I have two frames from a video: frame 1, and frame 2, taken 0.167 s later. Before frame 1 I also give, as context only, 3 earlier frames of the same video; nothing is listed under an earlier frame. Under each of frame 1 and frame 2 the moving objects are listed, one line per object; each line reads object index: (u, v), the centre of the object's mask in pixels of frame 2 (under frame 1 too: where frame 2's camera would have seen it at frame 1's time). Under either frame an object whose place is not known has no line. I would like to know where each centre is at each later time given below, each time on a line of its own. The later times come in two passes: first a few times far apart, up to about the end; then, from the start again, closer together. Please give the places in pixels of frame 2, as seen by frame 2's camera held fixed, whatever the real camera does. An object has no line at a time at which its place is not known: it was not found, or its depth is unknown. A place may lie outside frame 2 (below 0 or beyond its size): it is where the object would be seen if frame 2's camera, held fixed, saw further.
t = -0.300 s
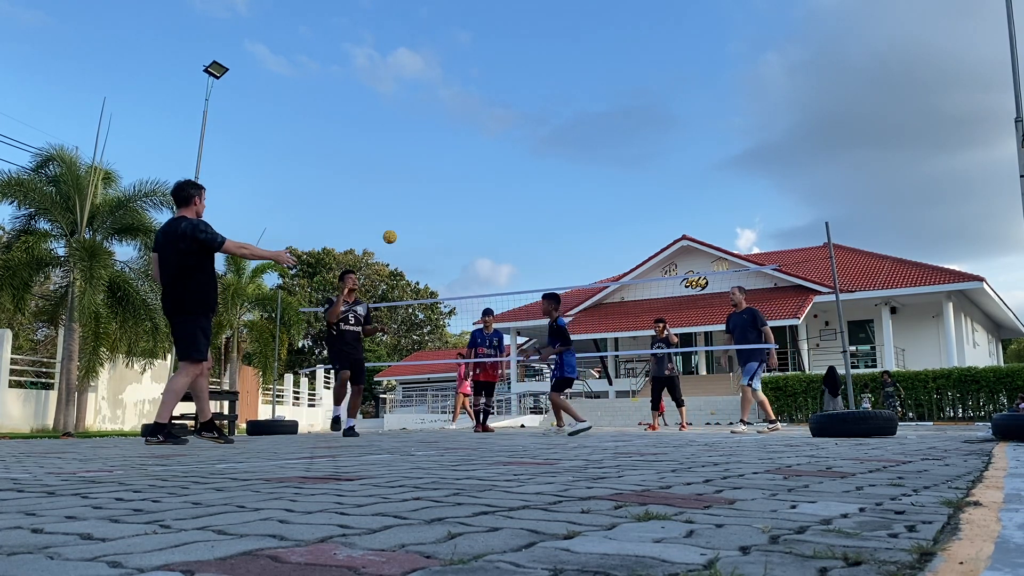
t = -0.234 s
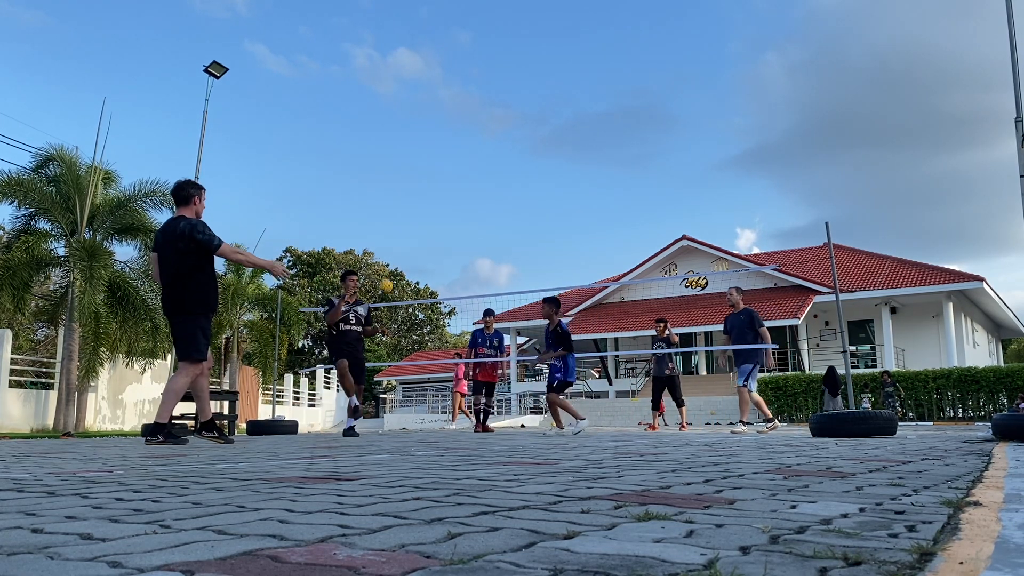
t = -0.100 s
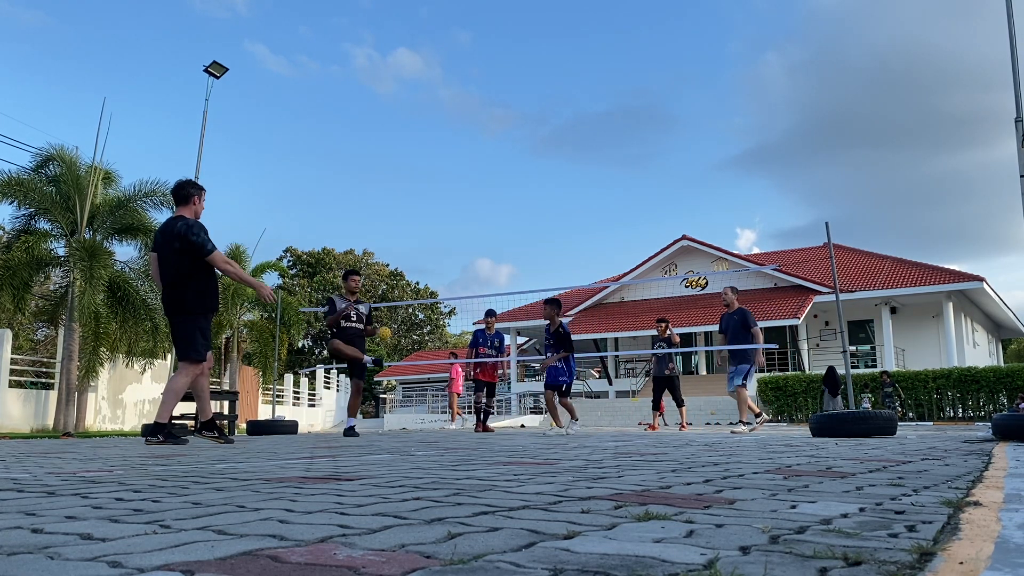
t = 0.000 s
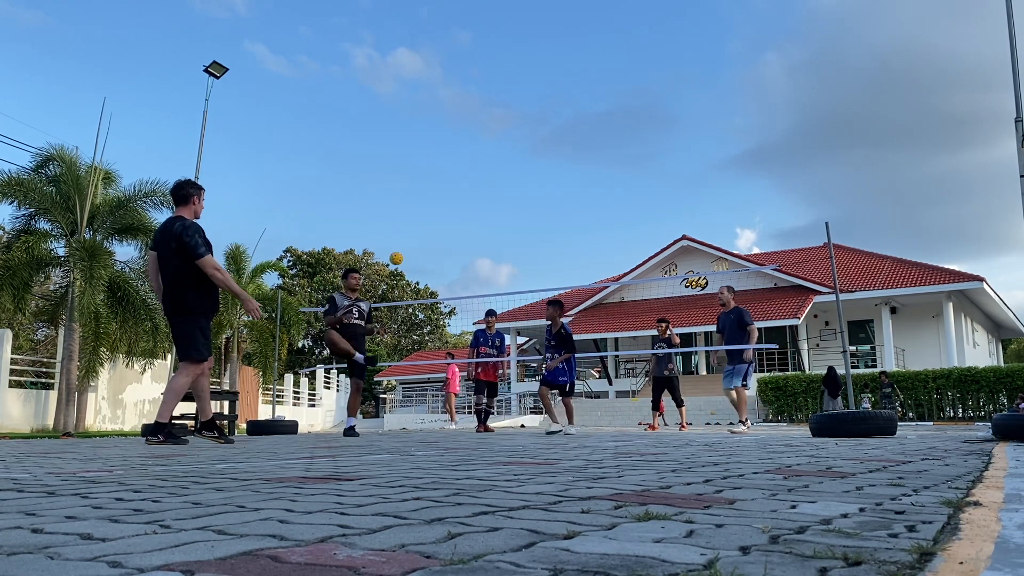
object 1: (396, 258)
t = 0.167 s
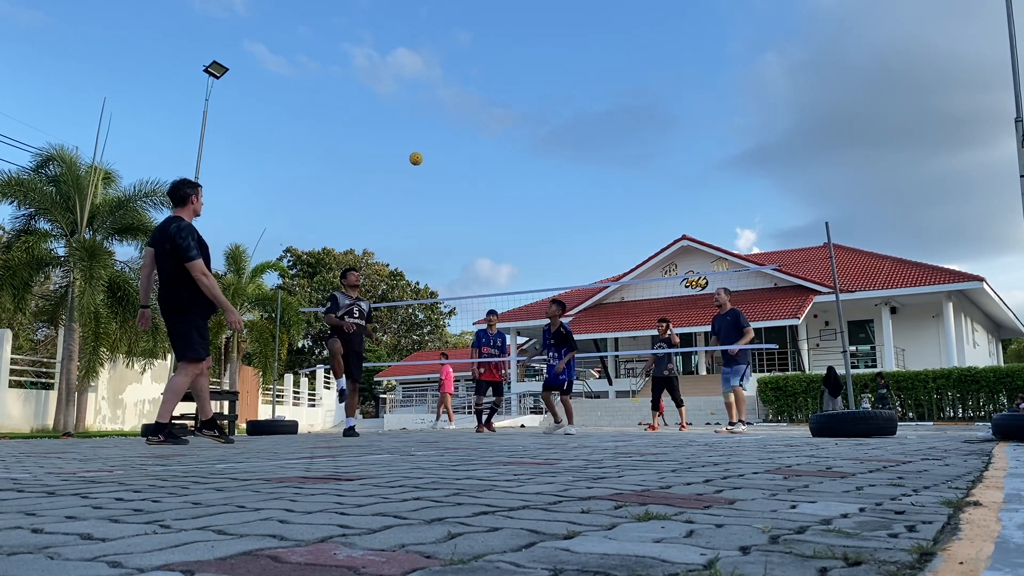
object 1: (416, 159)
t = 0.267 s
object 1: (427, 113)
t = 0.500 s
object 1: (454, 44)
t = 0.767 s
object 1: (486, 29)
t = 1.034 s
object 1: (519, 85)
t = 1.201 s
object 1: (540, 157)
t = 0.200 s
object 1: (420, 142)
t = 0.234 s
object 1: (423, 127)
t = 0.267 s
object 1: (427, 113)
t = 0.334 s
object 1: (435, 88)
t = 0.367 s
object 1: (439, 77)
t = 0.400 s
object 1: (443, 67)
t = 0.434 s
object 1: (446, 58)
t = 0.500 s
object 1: (454, 44)
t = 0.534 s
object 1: (458, 38)
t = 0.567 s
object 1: (462, 33)
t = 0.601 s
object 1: (466, 30)
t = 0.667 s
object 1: (474, 26)
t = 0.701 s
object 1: (478, 26)
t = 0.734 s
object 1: (482, 27)
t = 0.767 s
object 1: (486, 29)
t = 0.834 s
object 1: (494, 36)
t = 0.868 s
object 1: (498, 41)
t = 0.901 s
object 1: (502, 48)
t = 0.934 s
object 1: (507, 55)
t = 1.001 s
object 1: (515, 74)
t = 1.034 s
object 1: (519, 85)
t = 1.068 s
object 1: (523, 97)
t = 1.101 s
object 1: (528, 110)
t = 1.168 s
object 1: (536, 140)
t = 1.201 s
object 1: (540, 157)
